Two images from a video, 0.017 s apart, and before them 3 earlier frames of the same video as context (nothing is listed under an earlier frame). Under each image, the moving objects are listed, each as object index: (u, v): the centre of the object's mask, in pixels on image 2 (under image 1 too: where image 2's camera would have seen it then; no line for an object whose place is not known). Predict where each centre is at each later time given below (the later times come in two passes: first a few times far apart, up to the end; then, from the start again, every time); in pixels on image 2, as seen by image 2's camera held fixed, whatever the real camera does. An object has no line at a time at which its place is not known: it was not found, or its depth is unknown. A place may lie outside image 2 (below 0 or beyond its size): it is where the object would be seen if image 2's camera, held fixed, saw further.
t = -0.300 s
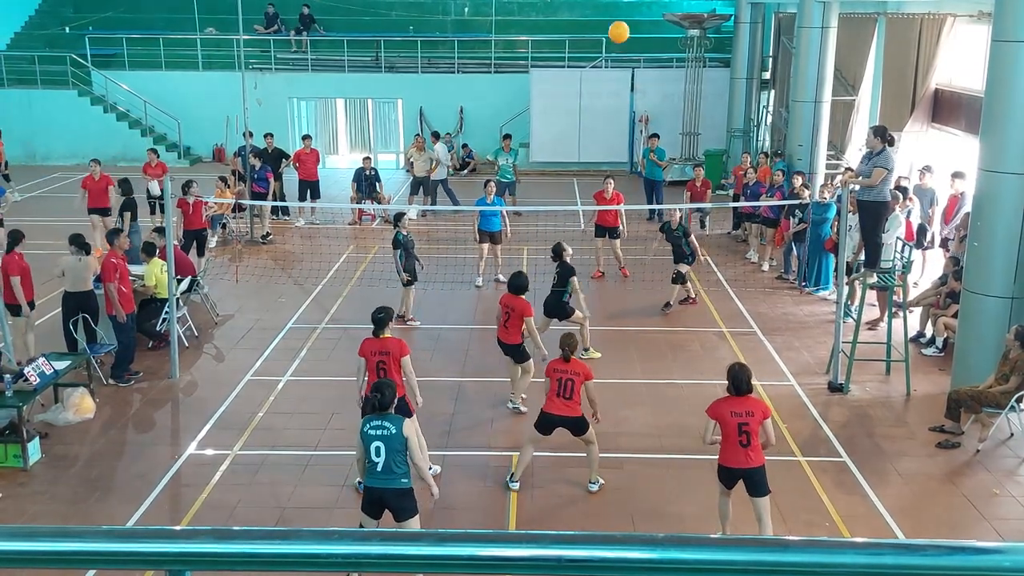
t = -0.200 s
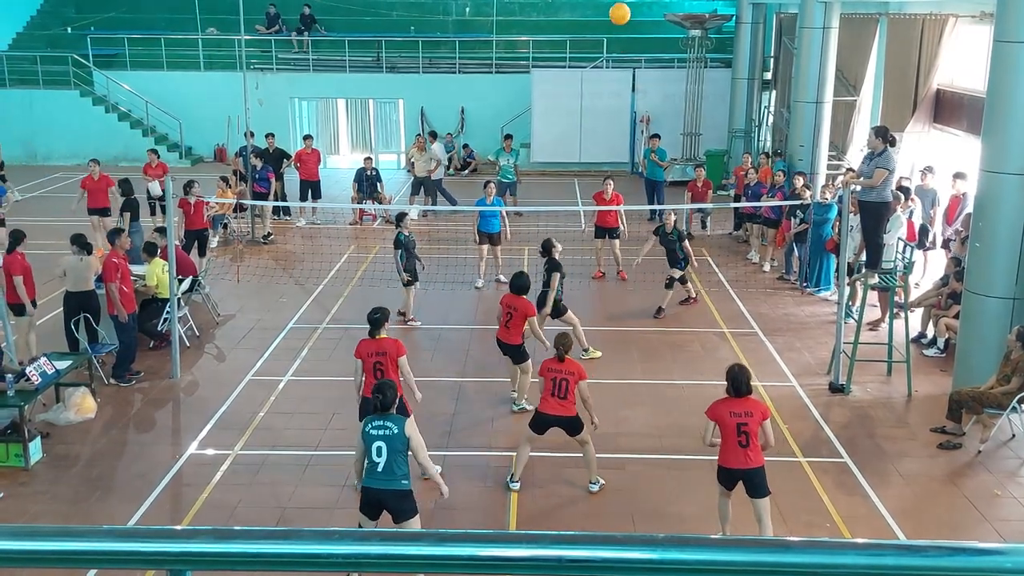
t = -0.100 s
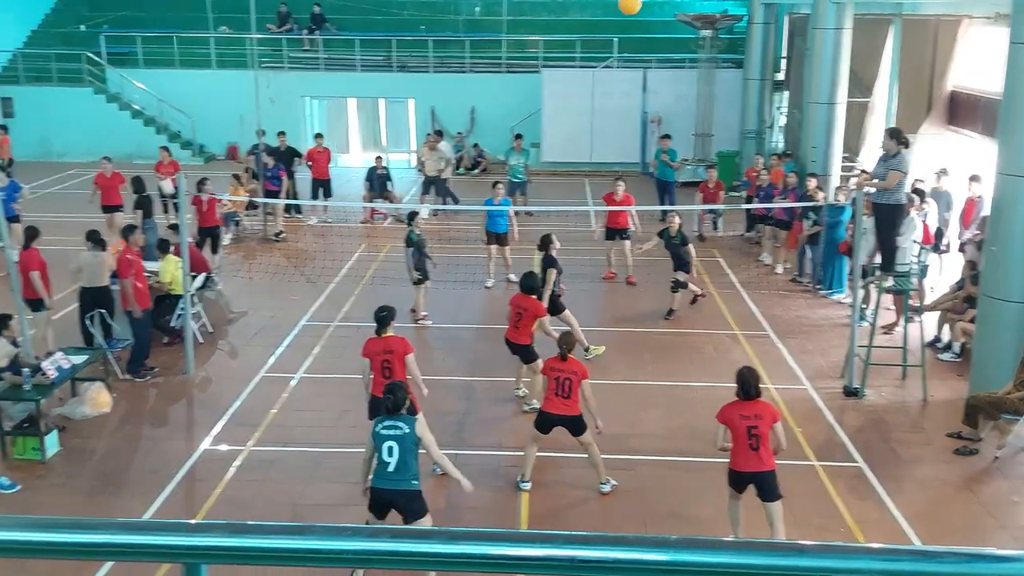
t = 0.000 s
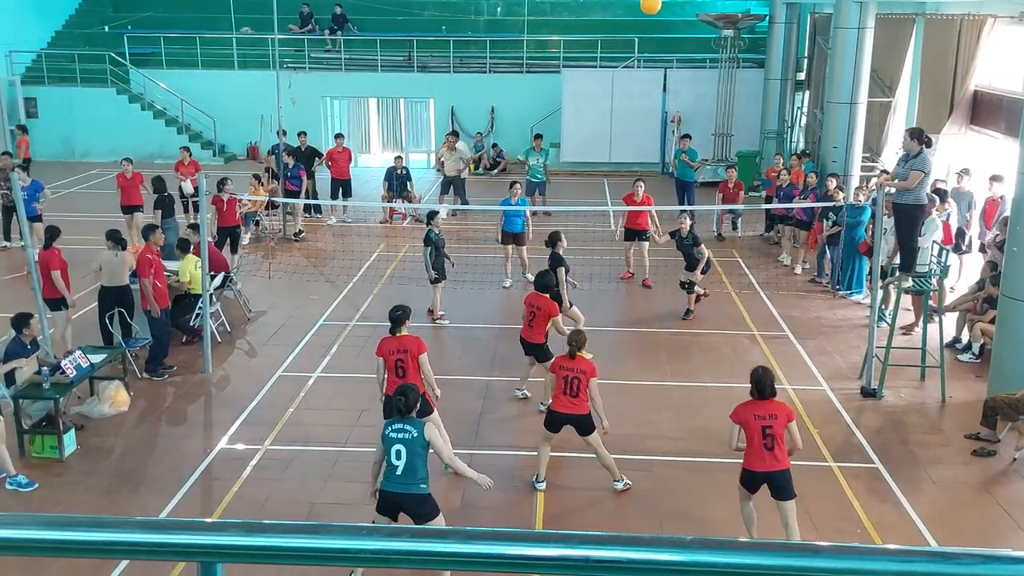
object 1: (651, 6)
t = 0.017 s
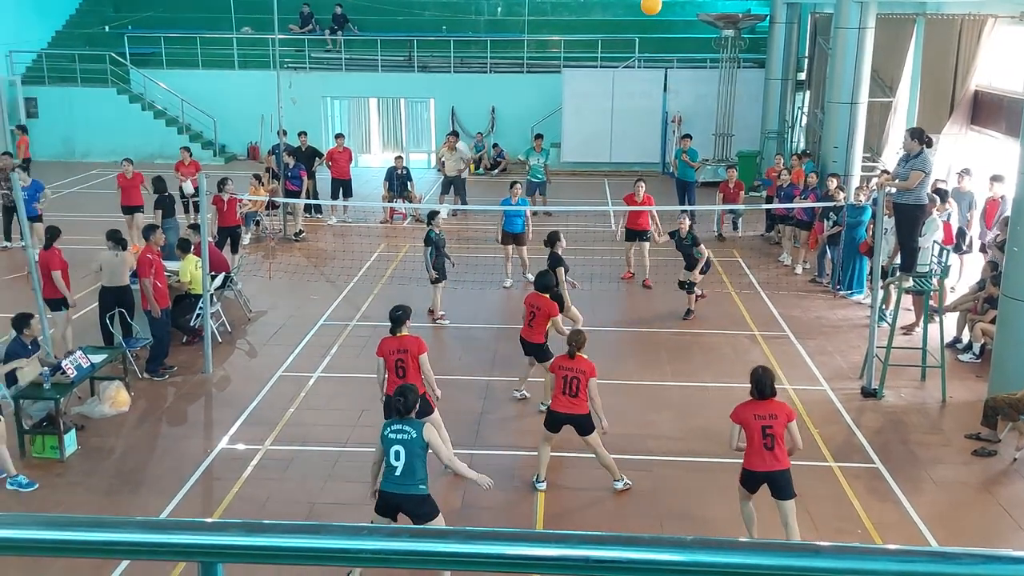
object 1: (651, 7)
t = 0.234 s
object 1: (649, 36)
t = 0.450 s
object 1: (645, 105)
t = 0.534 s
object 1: (644, 140)
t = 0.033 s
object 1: (651, 7)
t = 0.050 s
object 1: (650, 8)
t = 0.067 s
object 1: (650, 9)
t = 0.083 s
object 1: (650, 10)
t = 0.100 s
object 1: (650, 12)
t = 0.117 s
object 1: (650, 14)
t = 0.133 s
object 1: (650, 17)
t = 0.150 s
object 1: (650, 19)
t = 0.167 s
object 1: (649, 22)
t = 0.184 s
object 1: (649, 25)
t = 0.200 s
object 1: (649, 29)
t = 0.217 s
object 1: (649, 32)
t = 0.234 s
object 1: (649, 36)
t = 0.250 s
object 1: (648, 40)
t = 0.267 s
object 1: (648, 44)
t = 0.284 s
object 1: (648, 49)
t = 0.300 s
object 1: (647, 53)
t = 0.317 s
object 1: (647, 58)
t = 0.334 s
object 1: (647, 63)
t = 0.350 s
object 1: (647, 69)
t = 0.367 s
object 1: (647, 74)
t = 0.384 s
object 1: (646, 80)
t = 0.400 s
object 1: (646, 86)
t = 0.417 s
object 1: (646, 92)
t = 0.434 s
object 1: (646, 99)
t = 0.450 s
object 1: (645, 105)
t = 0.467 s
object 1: (645, 112)
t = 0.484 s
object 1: (645, 119)
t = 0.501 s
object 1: (645, 126)
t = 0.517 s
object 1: (644, 133)
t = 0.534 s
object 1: (644, 140)
